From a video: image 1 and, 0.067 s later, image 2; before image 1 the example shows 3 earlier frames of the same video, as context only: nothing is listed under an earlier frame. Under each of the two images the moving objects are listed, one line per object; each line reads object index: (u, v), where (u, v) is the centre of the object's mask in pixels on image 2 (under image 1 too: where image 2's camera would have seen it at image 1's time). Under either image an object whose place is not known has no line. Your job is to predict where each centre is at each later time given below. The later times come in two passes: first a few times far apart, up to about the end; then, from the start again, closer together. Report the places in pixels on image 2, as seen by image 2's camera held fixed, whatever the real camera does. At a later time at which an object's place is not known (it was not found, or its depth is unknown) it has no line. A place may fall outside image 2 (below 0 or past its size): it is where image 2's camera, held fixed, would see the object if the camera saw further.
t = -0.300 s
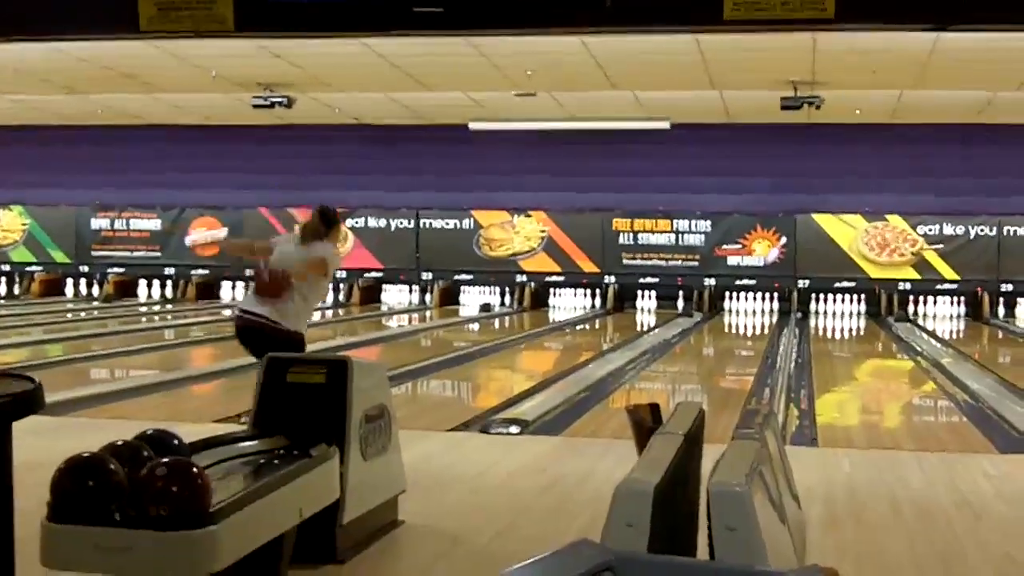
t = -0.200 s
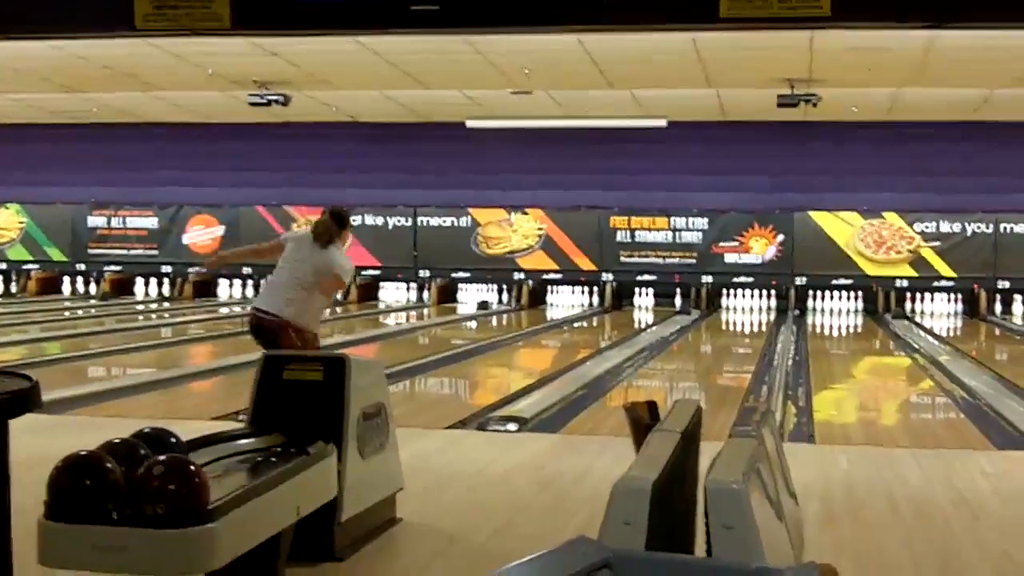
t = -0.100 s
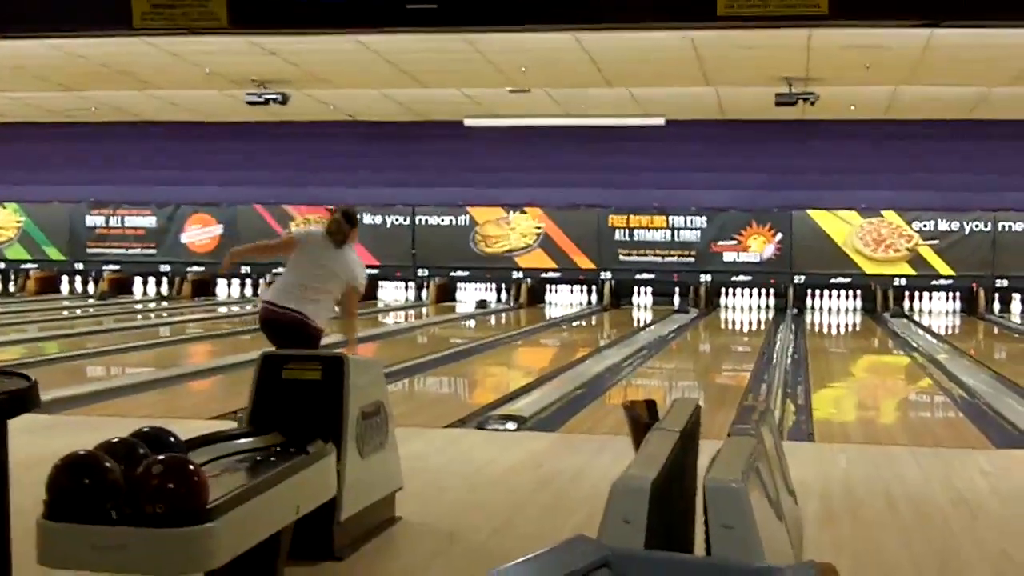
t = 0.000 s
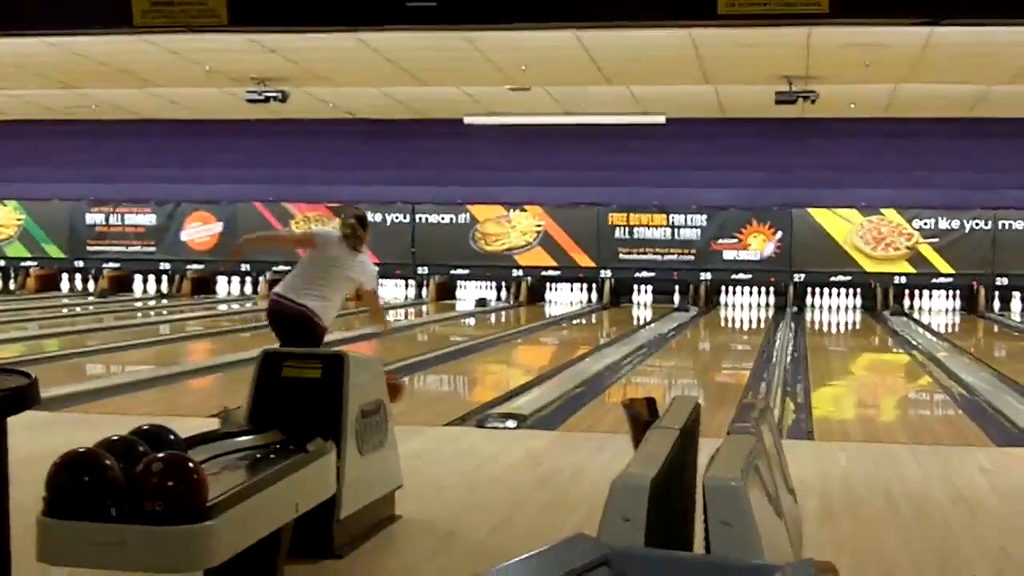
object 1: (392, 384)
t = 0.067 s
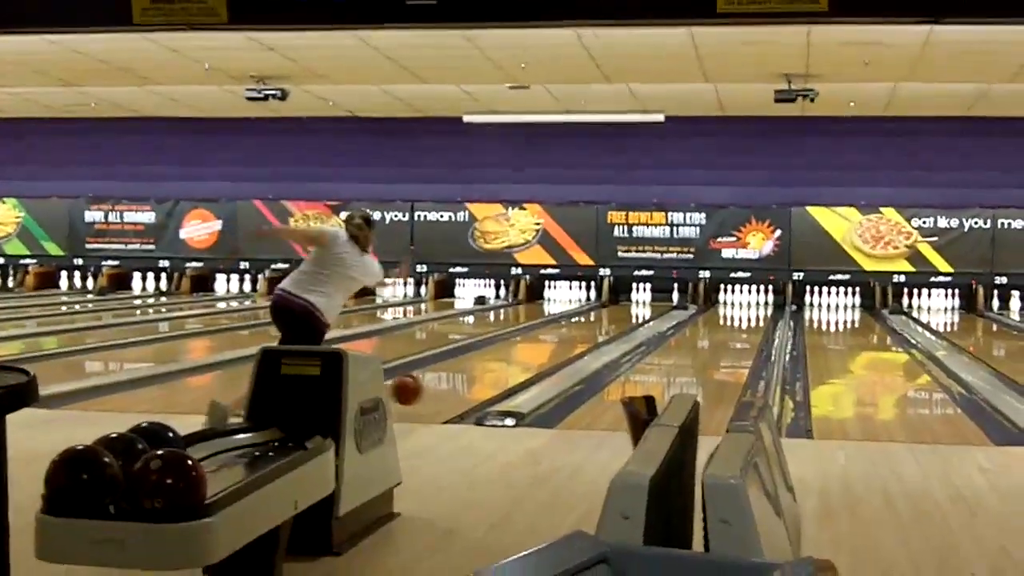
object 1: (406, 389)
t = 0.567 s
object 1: (512, 354)
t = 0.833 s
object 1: (546, 340)
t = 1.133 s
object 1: (574, 328)
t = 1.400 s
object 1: (594, 321)
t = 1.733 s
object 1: (611, 313)
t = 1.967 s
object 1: (621, 308)
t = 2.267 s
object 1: (627, 303)
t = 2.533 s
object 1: (631, 299)
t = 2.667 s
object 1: (631, 298)
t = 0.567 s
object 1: (512, 354)
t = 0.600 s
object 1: (517, 352)
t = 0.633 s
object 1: (521, 350)
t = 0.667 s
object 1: (525, 349)
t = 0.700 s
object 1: (530, 347)
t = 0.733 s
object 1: (534, 345)
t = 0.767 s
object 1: (538, 344)
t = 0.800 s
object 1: (542, 343)
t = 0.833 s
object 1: (546, 340)
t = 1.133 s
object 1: (574, 328)
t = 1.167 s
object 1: (576, 327)
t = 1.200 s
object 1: (581, 326)
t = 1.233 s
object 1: (582, 325)
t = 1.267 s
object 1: (584, 324)
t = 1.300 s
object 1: (586, 324)
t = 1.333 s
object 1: (590, 321)
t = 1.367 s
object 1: (591, 321)
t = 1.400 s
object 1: (594, 321)
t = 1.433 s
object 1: (595, 320)
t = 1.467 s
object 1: (597, 318)
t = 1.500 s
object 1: (601, 317)
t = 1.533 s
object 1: (602, 317)
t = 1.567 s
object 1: (603, 316)
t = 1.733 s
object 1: (611, 313)
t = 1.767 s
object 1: (612, 311)
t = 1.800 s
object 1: (613, 311)
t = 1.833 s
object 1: (615, 310)
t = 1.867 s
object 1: (616, 309)
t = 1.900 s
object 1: (617, 309)
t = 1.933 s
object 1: (620, 308)
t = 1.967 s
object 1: (621, 308)
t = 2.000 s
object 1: (622, 307)
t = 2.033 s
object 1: (622, 306)
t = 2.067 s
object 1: (623, 306)
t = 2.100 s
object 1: (624, 306)
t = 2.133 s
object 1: (625, 305)
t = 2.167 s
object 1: (625, 305)
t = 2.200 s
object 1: (626, 304)
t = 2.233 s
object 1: (627, 304)
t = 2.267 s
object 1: (627, 303)
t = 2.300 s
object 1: (628, 303)
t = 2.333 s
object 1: (629, 302)
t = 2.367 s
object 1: (629, 301)
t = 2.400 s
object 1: (629, 301)
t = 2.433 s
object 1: (630, 301)
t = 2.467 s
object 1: (631, 300)
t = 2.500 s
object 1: (631, 300)
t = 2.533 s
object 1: (631, 299)
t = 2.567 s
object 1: (632, 299)
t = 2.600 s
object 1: (633, 297)
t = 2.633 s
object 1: (631, 298)
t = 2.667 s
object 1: (631, 298)
